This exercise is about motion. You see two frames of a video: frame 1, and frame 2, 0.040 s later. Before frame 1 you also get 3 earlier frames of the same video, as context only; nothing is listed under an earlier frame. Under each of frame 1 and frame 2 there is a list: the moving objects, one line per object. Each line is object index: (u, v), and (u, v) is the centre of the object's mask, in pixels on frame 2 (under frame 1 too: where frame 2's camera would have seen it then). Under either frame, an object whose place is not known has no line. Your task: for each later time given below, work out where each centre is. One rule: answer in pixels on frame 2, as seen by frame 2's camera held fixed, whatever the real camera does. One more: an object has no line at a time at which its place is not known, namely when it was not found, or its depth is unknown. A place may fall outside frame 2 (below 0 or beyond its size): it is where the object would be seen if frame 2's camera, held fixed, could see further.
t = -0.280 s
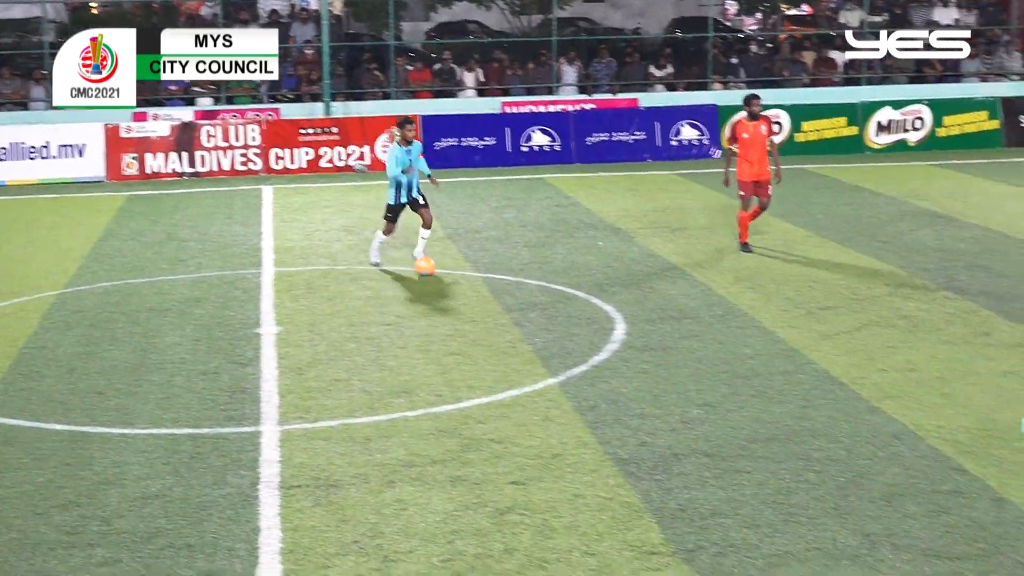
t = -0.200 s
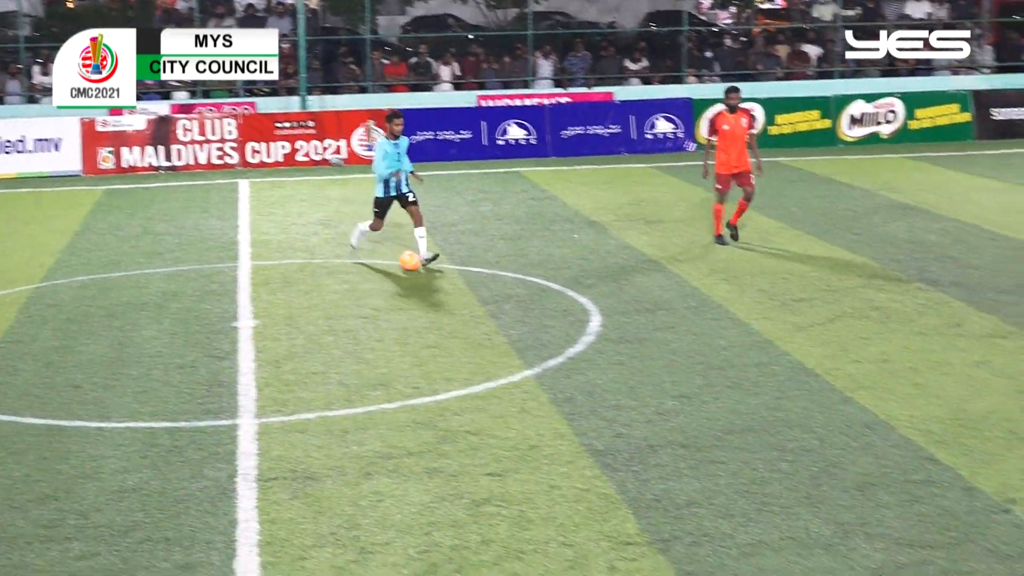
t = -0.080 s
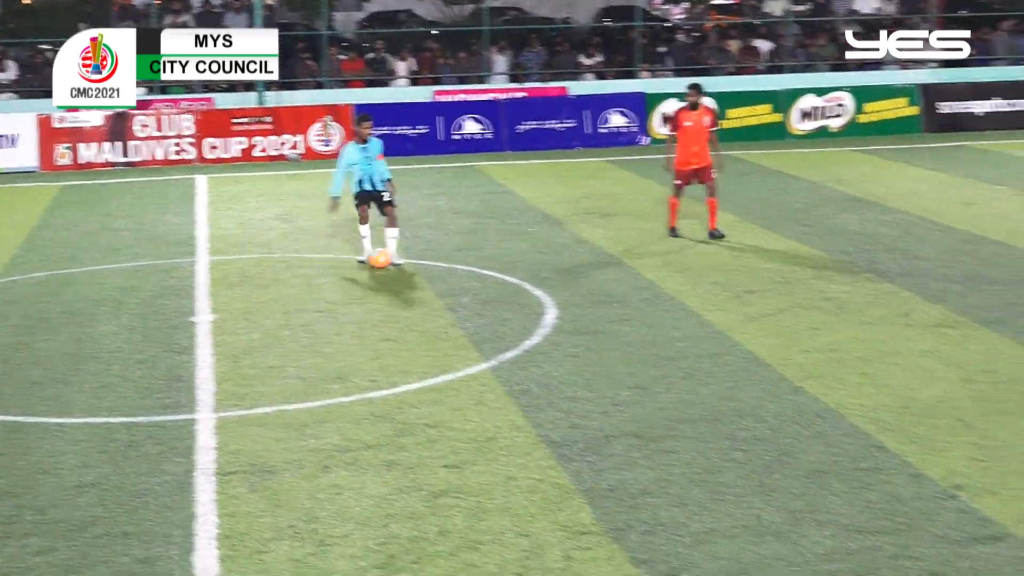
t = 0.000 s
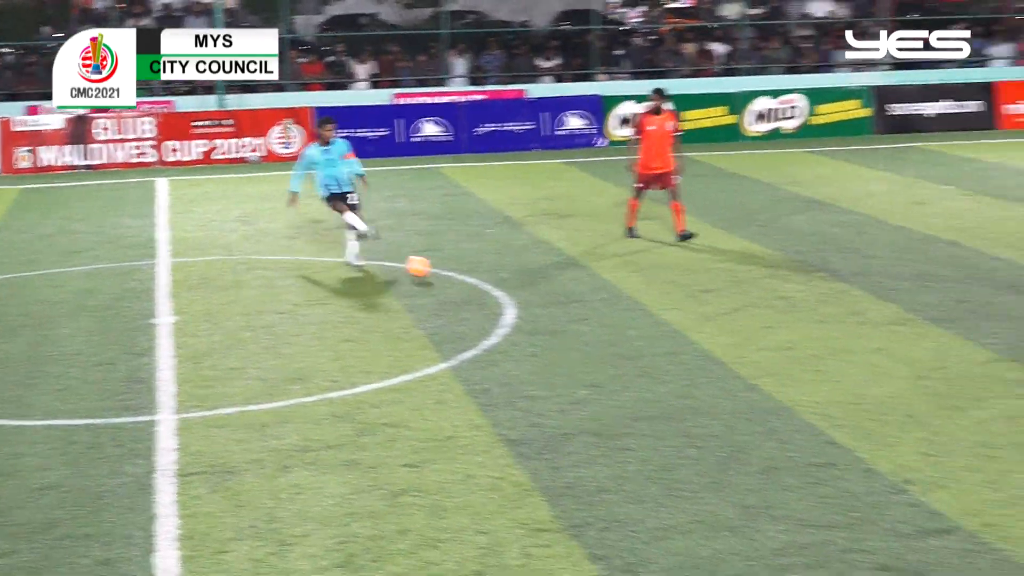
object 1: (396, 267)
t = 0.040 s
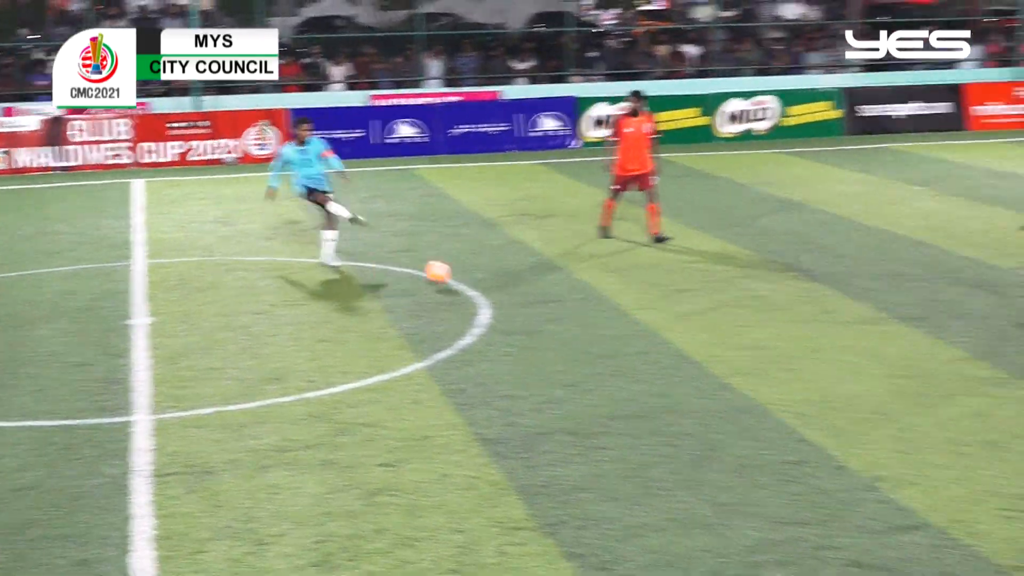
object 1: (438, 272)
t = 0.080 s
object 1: (482, 279)
